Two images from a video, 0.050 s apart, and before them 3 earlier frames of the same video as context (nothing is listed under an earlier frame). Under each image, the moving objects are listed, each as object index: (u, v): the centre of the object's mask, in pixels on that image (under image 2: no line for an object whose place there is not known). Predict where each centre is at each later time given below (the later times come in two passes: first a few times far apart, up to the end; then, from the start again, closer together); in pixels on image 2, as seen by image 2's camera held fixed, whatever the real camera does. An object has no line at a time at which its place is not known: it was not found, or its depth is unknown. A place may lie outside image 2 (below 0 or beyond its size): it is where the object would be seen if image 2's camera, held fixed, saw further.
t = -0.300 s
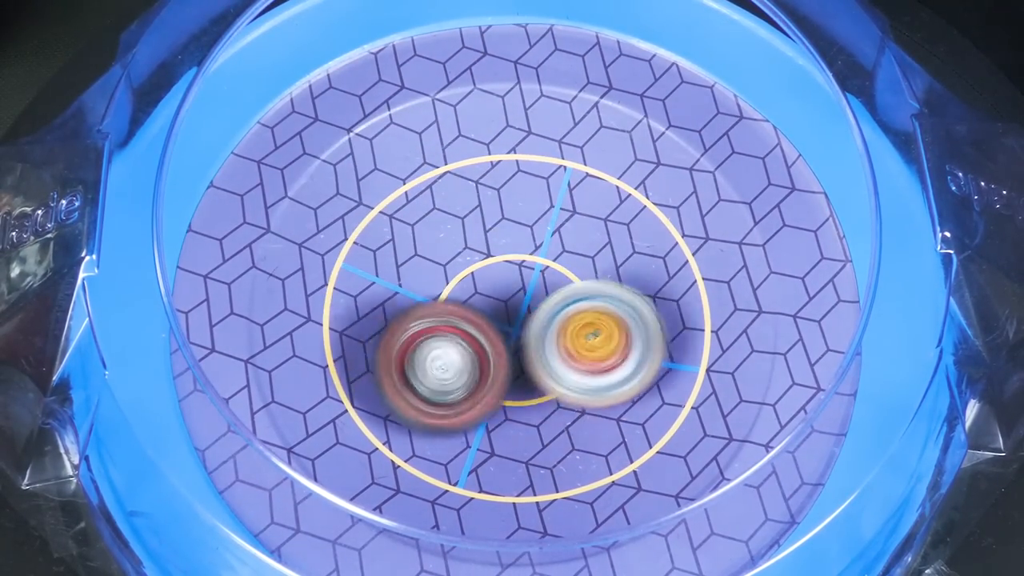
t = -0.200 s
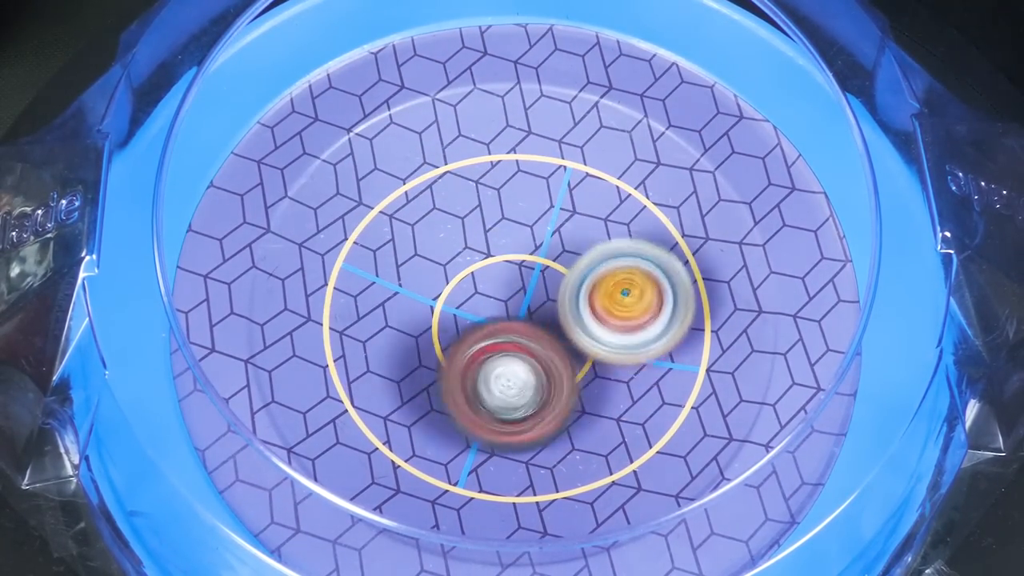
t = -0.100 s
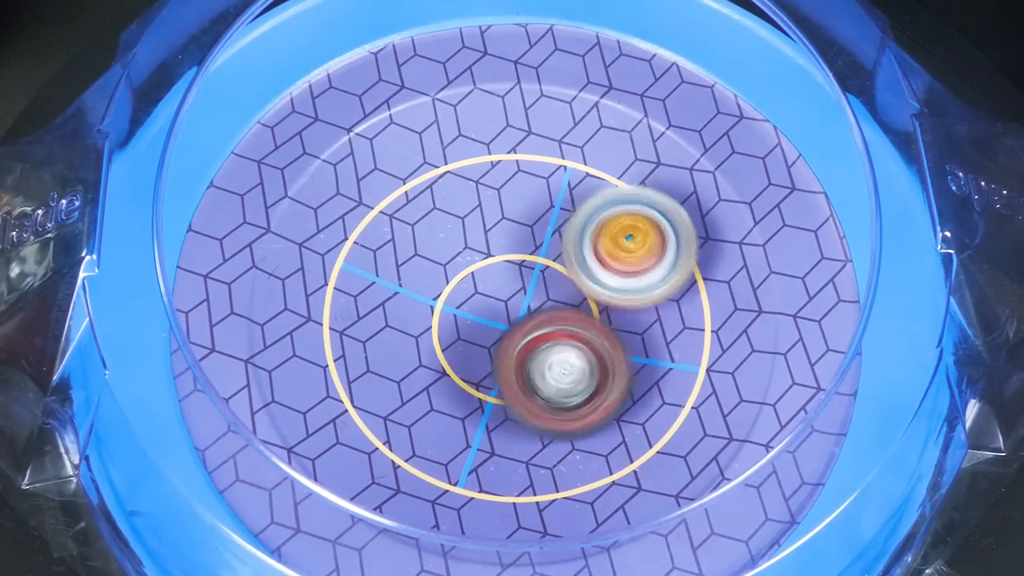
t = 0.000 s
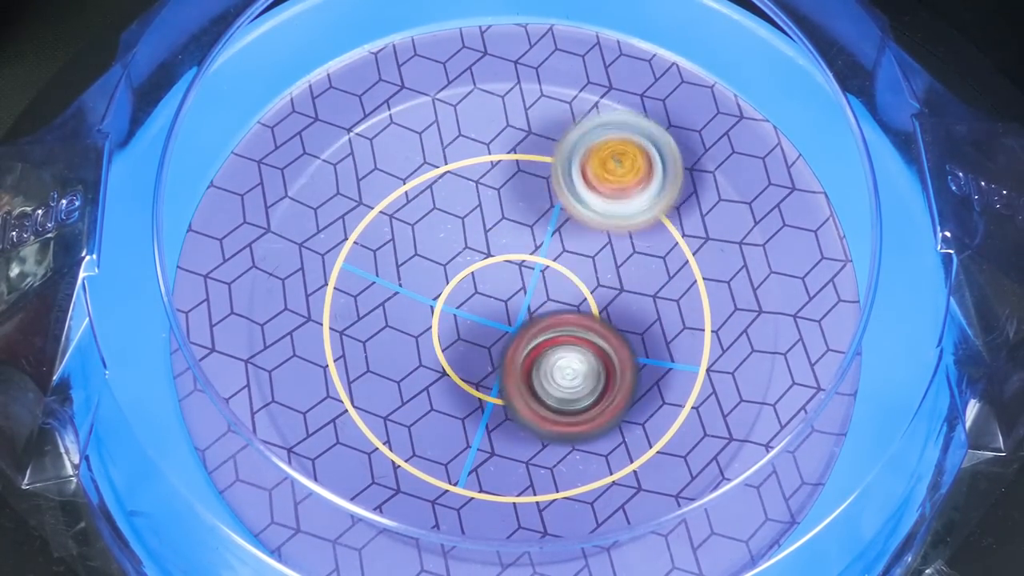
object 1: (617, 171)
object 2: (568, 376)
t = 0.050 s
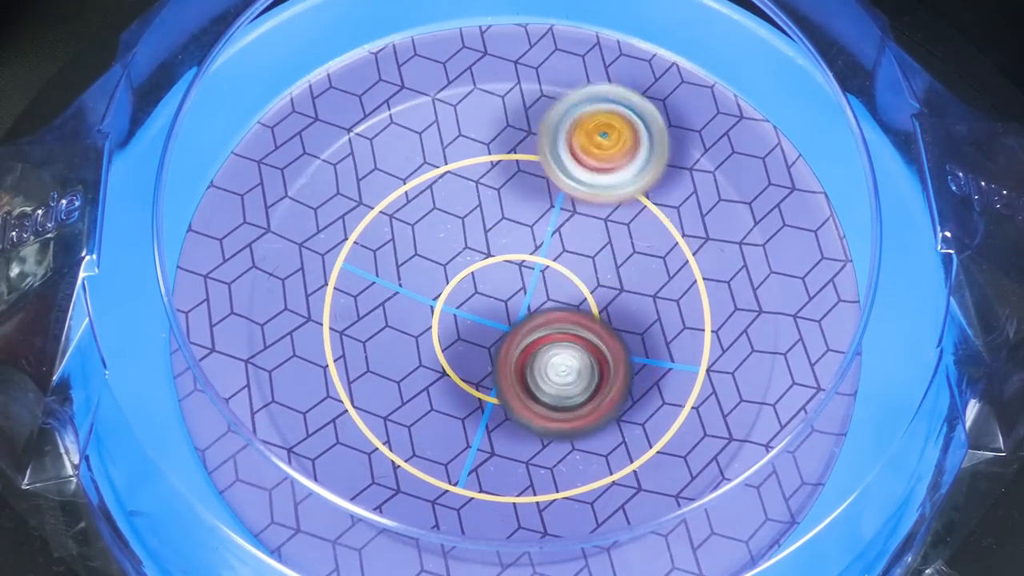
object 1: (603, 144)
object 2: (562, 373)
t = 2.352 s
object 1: (522, 278)
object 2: (482, 75)
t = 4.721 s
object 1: (508, 308)
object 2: (655, 130)
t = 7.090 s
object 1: (522, 285)
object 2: (664, 264)
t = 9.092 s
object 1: (477, 261)
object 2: (588, 354)
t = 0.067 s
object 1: (597, 138)
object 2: (561, 370)
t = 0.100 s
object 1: (582, 133)
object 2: (560, 360)
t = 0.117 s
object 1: (574, 133)
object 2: (558, 354)
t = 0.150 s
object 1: (557, 135)
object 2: (557, 341)
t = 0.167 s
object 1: (548, 138)
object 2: (557, 334)
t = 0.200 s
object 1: (530, 147)
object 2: (554, 319)
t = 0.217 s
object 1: (522, 152)
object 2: (553, 312)
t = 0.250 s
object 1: (505, 166)
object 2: (548, 296)
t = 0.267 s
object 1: (498, 170)
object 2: (545, 293)
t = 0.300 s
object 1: (480, 165)
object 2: (541, 297)
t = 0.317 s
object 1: (472, 166)
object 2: (539, 299)
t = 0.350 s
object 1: (459, 172)
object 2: (533, 301)
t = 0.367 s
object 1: (454, 176)
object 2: (531, 302)
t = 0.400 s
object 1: (446, 192)
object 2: (525, 302)
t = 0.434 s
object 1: (437, 199)
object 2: (526, 312)
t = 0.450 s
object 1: (433, 204)
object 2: (527, 316)
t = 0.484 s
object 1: (428, 217)
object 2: (528, 322)
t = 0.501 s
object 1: (428, 225)
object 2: (528, 325)
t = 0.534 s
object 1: (426, 234)
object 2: (536, 336)
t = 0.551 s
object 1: (426, 239)
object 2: (540, 340)
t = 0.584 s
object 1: (429, 253)
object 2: (549, 347)
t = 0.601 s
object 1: (433, 261)
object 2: (554, 348)
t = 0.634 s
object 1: (441, 278)
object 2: (563, 349)
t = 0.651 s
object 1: (441, 281)
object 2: (575, 352)
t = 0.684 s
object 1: (444, 285)
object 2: (594, 353)
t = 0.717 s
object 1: (450, 291)
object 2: (610, 349)
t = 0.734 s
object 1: (454, 293)
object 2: (616, 345)
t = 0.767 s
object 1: (463, 296)
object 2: (626, 333)
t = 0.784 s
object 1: (468, 298)
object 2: (629, 326)
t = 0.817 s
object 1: (477, 300)
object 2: (631, 311)
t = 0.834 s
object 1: (482, 300)
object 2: (630, 302)
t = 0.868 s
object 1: (490, 300)
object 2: (628, 286)
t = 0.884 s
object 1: (487, 299)
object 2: (630, 277)
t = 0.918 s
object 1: (483, 296)
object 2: (634, 259)
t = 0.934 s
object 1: (481, 294)
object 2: (633, 250)
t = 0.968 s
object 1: (480, 292)
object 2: (626, 233)
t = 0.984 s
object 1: (481, 290)
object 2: (621, 225)
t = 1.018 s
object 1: (483, 289)
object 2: (606, 212)
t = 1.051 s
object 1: (485, 287)
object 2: (587, 199)
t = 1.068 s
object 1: (483, 289)
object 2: (579, 193)
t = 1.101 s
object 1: (473, 295)
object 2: (569, 173)
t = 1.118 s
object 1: (470, 297)
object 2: (563, 165)
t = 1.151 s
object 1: (468, 299)
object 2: (547, 154)
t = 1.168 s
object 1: (468, 299)
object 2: (537, 150)
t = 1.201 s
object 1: (471, 299)
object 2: (514, 145)
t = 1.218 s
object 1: (473, 298)
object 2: (503, 145)
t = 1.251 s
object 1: (479, 296)
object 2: (477, 148)
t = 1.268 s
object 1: (484, 296)
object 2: (465, 153)
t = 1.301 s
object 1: (491, 294)
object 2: (440, 166)
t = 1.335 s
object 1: (498, 293)
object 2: (416, 183)
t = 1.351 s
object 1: (504, 296)
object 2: (403, 189)
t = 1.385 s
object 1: (514, 300)
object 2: (379, 205)
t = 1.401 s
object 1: (517, 301)
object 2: (369, 214)
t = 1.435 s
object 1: (522, 301)
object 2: (354, 239)
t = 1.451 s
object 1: (523, 299)
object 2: (347, 253)
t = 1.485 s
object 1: (524, 295)
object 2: (341, 282)
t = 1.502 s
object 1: (523, 293)
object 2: (339, 299)
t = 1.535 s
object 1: (521, 288)
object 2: (343, 332)
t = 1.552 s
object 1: (520, 285)
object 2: (348, 348)
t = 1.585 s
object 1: (518, 281)
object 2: (364, 383)
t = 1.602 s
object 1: (516, 279)
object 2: (375, 399)
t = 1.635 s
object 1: (514, 276)
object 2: (403, 428)
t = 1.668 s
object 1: (512, 273)
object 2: (438, 452)
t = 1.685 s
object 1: (511, 273)
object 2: (458, 461)
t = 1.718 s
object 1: (510, 272)
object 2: (500, 473)
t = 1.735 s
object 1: (510, 272)
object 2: (523, 476)
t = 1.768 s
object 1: (511, 271)
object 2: (568, 475)
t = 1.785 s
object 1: (511, 271)
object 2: (591, 472)
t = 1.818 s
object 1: (512, 272)
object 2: (634, 459)
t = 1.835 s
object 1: (512, 272)
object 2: (656, 450)
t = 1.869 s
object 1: (513, 273)
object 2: (692, 428)
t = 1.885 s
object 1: (513, 273)
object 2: (708, 414)
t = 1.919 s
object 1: (513, 273)
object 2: (735, 384)
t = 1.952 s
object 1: (514, 273)
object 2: (754, 349)
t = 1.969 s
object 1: (514, 274)
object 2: (760, 331)
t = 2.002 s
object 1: (515, 274)
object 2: (768, 293)
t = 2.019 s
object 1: (516, 274)
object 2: (769, 275)
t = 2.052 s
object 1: (516, 275)
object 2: (766, 237)
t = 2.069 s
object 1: (516, 275)
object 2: (762, 220)
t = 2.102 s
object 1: (517, 275)
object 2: (746, 186)
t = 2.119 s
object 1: (517, 275)
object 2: (734, 169)
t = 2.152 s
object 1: (518, 276)
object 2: (705, 141)
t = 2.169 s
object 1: (518, 276)
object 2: (690, 128)
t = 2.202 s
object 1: (519, 276)
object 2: (656, 106)
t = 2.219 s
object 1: (520, 277)
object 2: (638, 98)
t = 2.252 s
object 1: (521, 277)
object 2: (601, 84)
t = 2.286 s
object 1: (521, 277)
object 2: (562, 74)
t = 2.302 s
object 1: (521, 278)
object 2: (542, 72)
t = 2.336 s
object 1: (522, 278)
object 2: (501, 72)
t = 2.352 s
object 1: (522, 278)
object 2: (482, 75)
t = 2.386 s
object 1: (522, 278)
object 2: (442, 83)
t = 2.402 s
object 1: (523, 278)
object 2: (423, 90)
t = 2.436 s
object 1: (523, 279)
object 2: (387, 107)
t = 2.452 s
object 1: (523, 279)
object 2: (370, 118)
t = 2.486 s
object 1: (523, 279)
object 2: (340, 146)
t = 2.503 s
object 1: (524, 279)
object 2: (327, 161)
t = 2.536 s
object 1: (524, 280)
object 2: (307, 193)
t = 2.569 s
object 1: (524, 280)
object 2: (293, 228)
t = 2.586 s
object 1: (524, 280)
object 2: (289, 245)
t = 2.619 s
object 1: (524, 281)
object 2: (285, 283)
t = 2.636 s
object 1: (524, 281)
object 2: (285, 302)
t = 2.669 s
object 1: (525, 282)
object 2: (292, 342)
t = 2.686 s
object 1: (525, 282)
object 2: (299, 360)
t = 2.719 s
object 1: (525, 282)
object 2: (317, 397)
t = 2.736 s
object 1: (525, 283)
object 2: (330, 413)
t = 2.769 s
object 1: (526, 283)
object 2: (361, 442)
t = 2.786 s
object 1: (526, 284)
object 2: (378, 453)
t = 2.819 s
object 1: (526, 285)
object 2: (415, 471)
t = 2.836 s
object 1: (526, 286)
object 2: (436, 479)
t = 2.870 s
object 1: (527, 287)
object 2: (476, 489)
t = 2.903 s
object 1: (527, 288)
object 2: (519, 493)
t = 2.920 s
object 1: (527, 288)
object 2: (539, 492)
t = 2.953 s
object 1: (528, 290)
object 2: (582, 488)
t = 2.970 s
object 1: (528, 290)
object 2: (602, 483)
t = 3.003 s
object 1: (529, 292)
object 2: (640, 469)
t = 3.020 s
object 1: (530, 293)
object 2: (657, 461)
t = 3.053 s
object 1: (530, 294)
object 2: (690, 440)
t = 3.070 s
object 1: (530, 294)
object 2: (704, 428)
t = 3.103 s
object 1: (530, 295)
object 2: (728, 400)
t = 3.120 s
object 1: (530, 296)
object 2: (737, 386)
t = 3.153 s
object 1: (531, 296)
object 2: (749, 353)
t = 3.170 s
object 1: (531, 297)
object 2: (753, 336)
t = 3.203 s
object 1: (531, 297)
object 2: (756, 303)
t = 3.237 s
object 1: (531, 298)
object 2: (753, 270)
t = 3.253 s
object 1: (531, 298)
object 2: (750, 254)
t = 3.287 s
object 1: (531, 298)
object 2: (741, 223)
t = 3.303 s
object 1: (531, 298)
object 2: (734, 208)
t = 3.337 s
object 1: (530, 299)
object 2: (717, 180)
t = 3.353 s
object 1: (530, 299)
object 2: (708, 166)
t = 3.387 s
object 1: (530, 299)
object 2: (686, 142)
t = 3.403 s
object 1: (530, 300)
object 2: (675, 130)
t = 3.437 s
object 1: (529, 300)
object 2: (647, 111)
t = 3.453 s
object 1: (529, 300)
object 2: (633, 102)
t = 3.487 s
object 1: (529, 301)
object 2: (601, 89)
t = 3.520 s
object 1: (528, 301)
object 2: (570, 79)
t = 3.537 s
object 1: (528, 301)
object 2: (553, 76)
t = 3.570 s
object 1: (527, 301)
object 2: (520, 73)
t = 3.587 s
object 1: (527, 301)
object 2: (503, 73)
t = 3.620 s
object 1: (526, 301)
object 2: (470, 77)
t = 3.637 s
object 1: (526, 301)
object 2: (453, 80)
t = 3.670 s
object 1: (526, 301)
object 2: (420, 91)
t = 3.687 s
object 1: (525, 301)
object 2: (405, 97)
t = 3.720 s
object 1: (525, 301)
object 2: (375, 114)
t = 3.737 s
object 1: (525, 302)
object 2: (362, 124)
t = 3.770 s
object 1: (524, 302)
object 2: (338, 147)
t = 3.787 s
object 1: (524, 302)
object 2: (327, 159)
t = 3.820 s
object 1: (523, 303)
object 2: (310, 187)
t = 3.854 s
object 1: (522, 303)
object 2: (297, 217)
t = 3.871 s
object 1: (521, 303)
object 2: (292, 232)
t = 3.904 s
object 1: (520, 303)
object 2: (286, 265)
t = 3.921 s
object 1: (520, 303)
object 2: (285, 281)
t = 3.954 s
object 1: (519, 304)
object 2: (287, 315)
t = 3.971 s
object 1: (518, 304)
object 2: (290, 332)
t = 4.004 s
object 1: (517, 304)
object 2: (301, 365)
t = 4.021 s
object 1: (516, 304)
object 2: (309, 381)
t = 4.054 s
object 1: (515, 305)
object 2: (330, 412)
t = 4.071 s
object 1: (515, 305)
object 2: (344, 426)
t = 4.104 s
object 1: (514, 306)
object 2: (374, 448)
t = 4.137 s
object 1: (513, 306)
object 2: (408, 466)
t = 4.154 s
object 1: (513, 307)
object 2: (427, 474)
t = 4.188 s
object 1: (512, 308)
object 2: (467, 485)
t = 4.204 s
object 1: (512, 308)
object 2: (487, 488)
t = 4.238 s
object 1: (511, 309)
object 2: (528, 490)
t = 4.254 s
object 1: (510, 309)
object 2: (549, 488)
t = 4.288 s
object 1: (510, 310)
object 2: (590, 481)
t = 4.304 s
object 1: (509, 310)
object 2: (610, 475)
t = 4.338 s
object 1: (509, 310)
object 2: (646, 459)
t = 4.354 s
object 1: (509, 310)
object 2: (662, 449)
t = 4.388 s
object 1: (509, 310)
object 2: (693, 425)
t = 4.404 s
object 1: (509, 310)
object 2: (705, 411)
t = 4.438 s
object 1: (509, 310)
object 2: (724, 379)
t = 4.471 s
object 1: (509, 310)
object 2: (736, 345)
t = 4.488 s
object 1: (509, 310)
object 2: (740, 328)
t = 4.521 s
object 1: (509, 310)
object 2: (743, 295)
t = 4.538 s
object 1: (509, 309)
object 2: (742, 278)
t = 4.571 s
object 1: (509, 309)
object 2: (736, 245)
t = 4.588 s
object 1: (509, 309)
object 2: (731, 229)
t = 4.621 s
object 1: (509, 309)
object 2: (718, 200)
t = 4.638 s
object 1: (509, 309)
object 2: (709, 186)
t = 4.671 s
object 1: (508, 308)
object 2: (689, 161)
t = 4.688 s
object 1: (508, 308)
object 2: (679, 150)
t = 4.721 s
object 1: (508, 308)
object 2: (655, 130)
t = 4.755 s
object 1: (507, 307)
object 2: (630, 112)
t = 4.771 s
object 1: (507, 307)
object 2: (617, 105)
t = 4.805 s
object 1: (507, 306)
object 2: (588, 94)
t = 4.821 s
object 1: (506, 305)
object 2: (573, 89)
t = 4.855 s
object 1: (505, 304)
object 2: (544, 84)
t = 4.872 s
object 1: (505, 304)
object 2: (529, 83)
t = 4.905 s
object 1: (504, 302)
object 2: (498, 83)
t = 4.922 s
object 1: (504, 302)
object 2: (483, 84)
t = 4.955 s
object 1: (503, 301)
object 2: (454, 90)
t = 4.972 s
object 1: (503, 300)
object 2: (440, 95)
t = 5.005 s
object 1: (503, 299)
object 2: (413, 108)
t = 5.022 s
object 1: (503, 299)
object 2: (402, 116)
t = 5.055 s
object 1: (503, 298)
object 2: (380, 134)
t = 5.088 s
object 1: (502, 298)
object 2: (361, 156)
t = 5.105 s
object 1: (502, 297)
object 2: (354, 168)
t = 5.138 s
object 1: (502, 297)
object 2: (341, 192)
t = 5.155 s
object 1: (502, 297)
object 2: (335, 205)
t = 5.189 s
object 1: (502, 296)
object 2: (328, 233)
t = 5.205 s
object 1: (502, 296)
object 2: (326, 246)
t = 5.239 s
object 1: (501, 296)
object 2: (326, 275)
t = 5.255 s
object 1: (501, 296)
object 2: (328, 291)
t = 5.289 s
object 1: (501, 295)
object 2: (335, 319)
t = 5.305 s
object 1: (501, 295)
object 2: (340, 333)
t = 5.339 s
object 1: (501, 295)
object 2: (356, 361)
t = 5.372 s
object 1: (501, 294)
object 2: (376, 386)
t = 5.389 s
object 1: (501, 294)
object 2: (388, 398)
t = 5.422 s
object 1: (502, 294)
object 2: (415, 419)
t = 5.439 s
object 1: (502, 293)
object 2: (430, 427)
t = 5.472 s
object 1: (502, 293)
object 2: (462, 440)
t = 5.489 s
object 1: (502, 293)
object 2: (480, 445)
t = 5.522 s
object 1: (502, 292)
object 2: (515, 450)
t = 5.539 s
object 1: (502, 292)
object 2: (533, 451)
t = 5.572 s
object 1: (503, 291)
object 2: (568, 446)
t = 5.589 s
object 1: (503, 291)
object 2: (585, 441)
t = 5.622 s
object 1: (503, 291)
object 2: (615, 426)
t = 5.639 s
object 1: (503, 290)
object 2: (629, 417)
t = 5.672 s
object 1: (503, 289)
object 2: (654, 396)
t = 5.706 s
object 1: (503, 288)
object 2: (673, 373)
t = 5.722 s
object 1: (503, 288)
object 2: (682, 360)
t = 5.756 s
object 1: (503, 287)
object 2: (692, 333)
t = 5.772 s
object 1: (504, 287)
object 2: (696, 320)
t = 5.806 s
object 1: (504, 287)
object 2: (700, 292)
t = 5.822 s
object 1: (504, 286)
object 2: (700, 279)
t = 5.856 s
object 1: (504, 286)
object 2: (696, 253)
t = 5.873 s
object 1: (504, 286)
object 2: (692, 240)
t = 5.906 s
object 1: (505, 286)
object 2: (682, 216)
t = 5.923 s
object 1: (505, 286)
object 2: (676, 205)
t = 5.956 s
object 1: (505, 286)
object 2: (658, 185)
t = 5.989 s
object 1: (505, 286)
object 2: (639, 168)
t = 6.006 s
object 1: (505, 285)
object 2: (628, 161)
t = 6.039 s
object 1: (505, 285)
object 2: (605, 150)
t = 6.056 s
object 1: (506, 286)
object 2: (593, 145)
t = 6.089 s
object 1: (506, 285)
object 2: (568, 140)
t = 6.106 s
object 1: (506, 285)
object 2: (554, 138)
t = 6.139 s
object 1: (506, 285)
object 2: (529, 137)
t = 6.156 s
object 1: (507, 285)
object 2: (516, 138)
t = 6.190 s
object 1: (507, 285)
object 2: (490, 142)
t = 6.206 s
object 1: (507, 285)
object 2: (478, 145)
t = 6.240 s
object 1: (507, 285)
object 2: (454, 155)
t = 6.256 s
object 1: (507, 285)
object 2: (443, 161)
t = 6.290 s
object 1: (507, 285)
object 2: (421, 175)
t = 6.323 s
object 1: (507, 285)
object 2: (403, 194)
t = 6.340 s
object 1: (508, 284)
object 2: (394, 202)
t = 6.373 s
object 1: (509, 284)
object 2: (381, 224)
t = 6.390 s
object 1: (509, 284)
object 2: (375, 235)
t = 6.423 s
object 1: (510, 284)
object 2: (366, 258)
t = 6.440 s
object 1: (511, 283)
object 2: (364, 272)
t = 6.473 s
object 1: (512, 283)
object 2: (363, 297)
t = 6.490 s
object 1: (513, 283)
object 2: (364, 310)
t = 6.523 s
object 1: (514, 283)
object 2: (371, 335)
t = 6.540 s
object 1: (514, 283)
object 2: (377, 347)
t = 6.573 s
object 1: (516, 283)
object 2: (391, 370)
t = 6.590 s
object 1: (516, 283)
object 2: (400, 381)
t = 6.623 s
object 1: (517, 283)
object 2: (421, 400)
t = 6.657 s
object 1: (518, 283)
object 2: (444, 415)
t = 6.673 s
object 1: (519, 283)
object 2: (457, 420)
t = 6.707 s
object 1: (519, 283)
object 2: (485, 430)
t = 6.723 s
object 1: (519, 283)
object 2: (500, 432)
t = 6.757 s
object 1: (519, 284)
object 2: (528, 433)
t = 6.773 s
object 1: (519, 284)
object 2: (542, 433)
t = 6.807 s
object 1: (520, 284)
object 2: (569, 425)
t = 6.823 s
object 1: (520, 284)
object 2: (582, 421)
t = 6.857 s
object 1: (520, 284)
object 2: (605, 408)
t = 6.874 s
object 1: (520, 284)
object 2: (615, 400)
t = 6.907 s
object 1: (520, 284)
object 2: (634, 383)
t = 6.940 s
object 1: (521, 284)
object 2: (648, 363)
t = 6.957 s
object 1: (521, 284)
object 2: (654, 353)
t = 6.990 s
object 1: (521, 284)
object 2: (662, 332)
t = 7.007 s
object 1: (521, 285)
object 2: (665, 320)
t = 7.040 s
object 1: (521, 285)
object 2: (667, 297)
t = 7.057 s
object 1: (521, 285)
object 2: (668, 287)
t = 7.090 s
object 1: (522, 285)
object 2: (664, 264)
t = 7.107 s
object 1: (522, 285)
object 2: (660, 253)
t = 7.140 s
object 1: (522, 285)
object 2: (650, 234)
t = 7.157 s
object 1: (522, 285)
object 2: (643, 224)
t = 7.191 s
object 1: (518, 287)
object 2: (635, 205)
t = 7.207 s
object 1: (517, 289)
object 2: (629, 196)
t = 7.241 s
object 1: (516, 291)
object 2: (614, 180)
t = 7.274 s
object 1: (517, 292)
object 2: (598, 166)
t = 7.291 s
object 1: (518, 292)
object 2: (589, 161)
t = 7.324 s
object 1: (520, 294)
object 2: (570, 152)
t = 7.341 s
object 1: (520, 294)
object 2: (559, 149)
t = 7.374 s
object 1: (521, 295)
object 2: (539, 145)
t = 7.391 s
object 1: (522, 296)
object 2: (528, 145)
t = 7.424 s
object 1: (522, 296)
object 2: (507, 146)
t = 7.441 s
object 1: (522, 297)
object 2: (497, 148)
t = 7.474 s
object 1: (523, 298)
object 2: (476, 155)
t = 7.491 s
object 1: (524, 298)
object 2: (467, 159)
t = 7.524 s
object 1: (524, 298)
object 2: (449, 171)
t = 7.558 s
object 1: (524, 298)
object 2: (435, 185)
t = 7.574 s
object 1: (524, 299)
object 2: (427, 193)
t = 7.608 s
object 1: (524, 299)
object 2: (417, 211)
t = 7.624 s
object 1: (525, 299)
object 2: (412, 221)
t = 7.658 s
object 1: (527, 301)
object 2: (404, 239)
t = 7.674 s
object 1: (528, 302)
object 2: (400, 247)
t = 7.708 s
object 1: (530, 304)
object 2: (394, 267)
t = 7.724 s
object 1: (530, 304)
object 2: (393, 276)
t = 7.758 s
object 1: (531, 305)
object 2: (390, 294)
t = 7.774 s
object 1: (533, 306)
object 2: (388, 302)
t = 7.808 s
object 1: (534, 309)
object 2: (387, 320)
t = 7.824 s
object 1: (534, 310)
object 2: (388, 328)
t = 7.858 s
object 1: (533, 310)
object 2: (393, 346)
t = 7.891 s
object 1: (531, 310)
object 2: (403, 360)
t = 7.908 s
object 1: (531, 309)
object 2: (408, 367)
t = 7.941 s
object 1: (533, 306)
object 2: (418, 380)
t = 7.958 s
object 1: (535, 305)
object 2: (423, 386)
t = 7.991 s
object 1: (536, 302)
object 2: (436, 396)
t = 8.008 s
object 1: (536, 300)
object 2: (445, 399)
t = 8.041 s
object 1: (536, 299)
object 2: (461, 404)
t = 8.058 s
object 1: (536, 298)
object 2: (469, 406)
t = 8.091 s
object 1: (542, 289)
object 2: (479, 416)
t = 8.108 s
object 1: (545, 284)
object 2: (485, 420)
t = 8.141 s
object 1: (548, 277)
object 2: (499, 426)
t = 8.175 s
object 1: (547, 273)
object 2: (511, 427)
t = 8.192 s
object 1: (545, 273)
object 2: (518, 427)
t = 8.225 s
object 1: (541, 273)
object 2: (531, 422)
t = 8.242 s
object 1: (538, 274)
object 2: (537, 419)
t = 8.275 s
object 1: (533, 276)
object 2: (549, 410)
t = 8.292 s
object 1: (531, 277)
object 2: (554, 404)
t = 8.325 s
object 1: (526, 275)
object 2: (562, 397)
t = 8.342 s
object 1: (524, 272)
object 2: (565, 395)
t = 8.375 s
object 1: (520, 268)
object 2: (571, 388)
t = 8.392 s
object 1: (518, 267)
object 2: (574, 384)
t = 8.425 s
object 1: (514, 265)
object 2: (577, 376)
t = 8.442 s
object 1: (511, 262)
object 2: (580, 375)
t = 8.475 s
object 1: (505, 257)
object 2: (587, 374)
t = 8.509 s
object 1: (501, 256)
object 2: (589, 369)
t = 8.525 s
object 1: (500, 256)
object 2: (590, 366)
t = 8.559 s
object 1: (499, 259)
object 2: (590, 358)
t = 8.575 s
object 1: (498, 259)
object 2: (590, 355)
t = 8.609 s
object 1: (494, 258)
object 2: (590, 351)
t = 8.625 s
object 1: (492, 258)
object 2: (591, 349)
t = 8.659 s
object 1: (488, 255)
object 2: (593, 348)
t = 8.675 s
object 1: (487, 255)
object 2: (594, 347)
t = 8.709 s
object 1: (485, 255)
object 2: (594, 343)
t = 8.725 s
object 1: (485, 256)
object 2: (591, 341)
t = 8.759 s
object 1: (483, 257)
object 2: (589, 340)
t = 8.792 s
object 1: (477, 251)
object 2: (595, 346)
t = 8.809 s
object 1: (474, 250)
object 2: (597, 347)
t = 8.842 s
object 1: (472, 249)
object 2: (601, 348)
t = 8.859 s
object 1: (472, 249)
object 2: (602, 348)
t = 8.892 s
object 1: (473, 252)
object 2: (601, 348)
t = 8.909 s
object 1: (474, 254)
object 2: (601, 348)
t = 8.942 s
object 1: (477, 258)
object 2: (596, 347)
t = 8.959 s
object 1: (479, 260)
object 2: (594, 346)
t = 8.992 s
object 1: (481, 264)
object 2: (588, 345)
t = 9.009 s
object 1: (479, 263)
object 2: (589, 348)
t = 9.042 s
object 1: (477, 260)
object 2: (590, 353)
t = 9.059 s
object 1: (476, 260)
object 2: (589, 353)
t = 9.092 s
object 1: (477, 261)
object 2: (588, 354)
